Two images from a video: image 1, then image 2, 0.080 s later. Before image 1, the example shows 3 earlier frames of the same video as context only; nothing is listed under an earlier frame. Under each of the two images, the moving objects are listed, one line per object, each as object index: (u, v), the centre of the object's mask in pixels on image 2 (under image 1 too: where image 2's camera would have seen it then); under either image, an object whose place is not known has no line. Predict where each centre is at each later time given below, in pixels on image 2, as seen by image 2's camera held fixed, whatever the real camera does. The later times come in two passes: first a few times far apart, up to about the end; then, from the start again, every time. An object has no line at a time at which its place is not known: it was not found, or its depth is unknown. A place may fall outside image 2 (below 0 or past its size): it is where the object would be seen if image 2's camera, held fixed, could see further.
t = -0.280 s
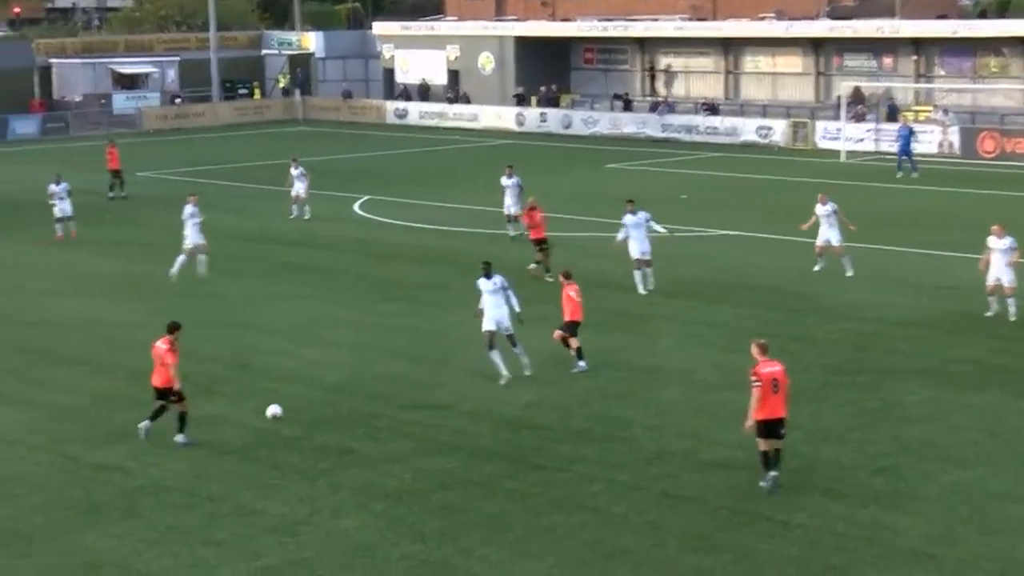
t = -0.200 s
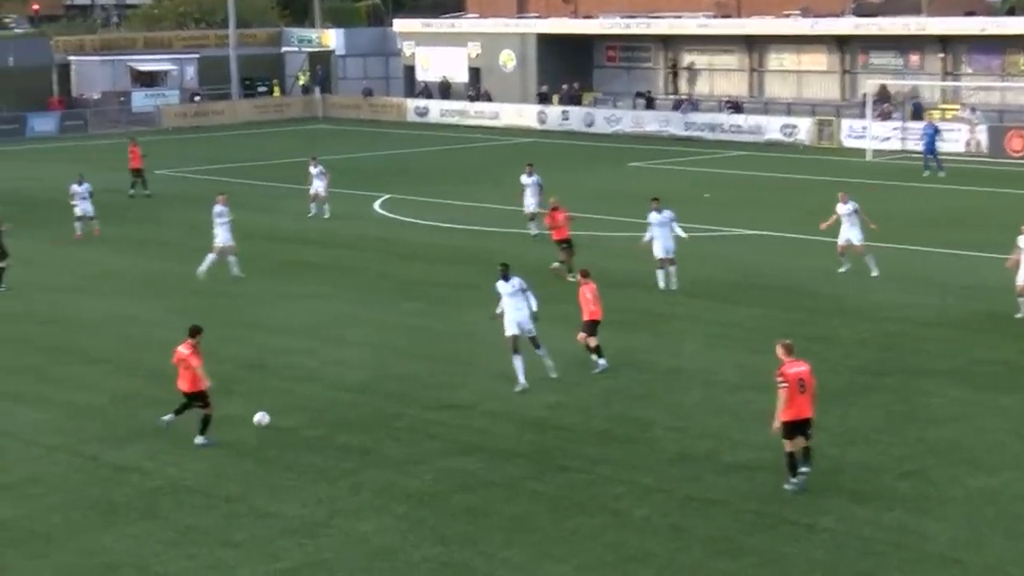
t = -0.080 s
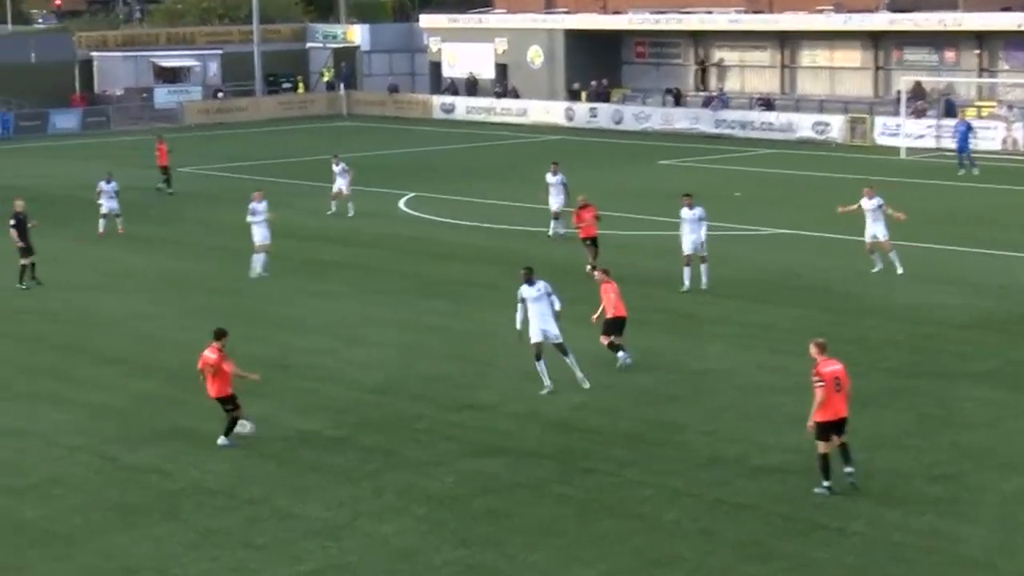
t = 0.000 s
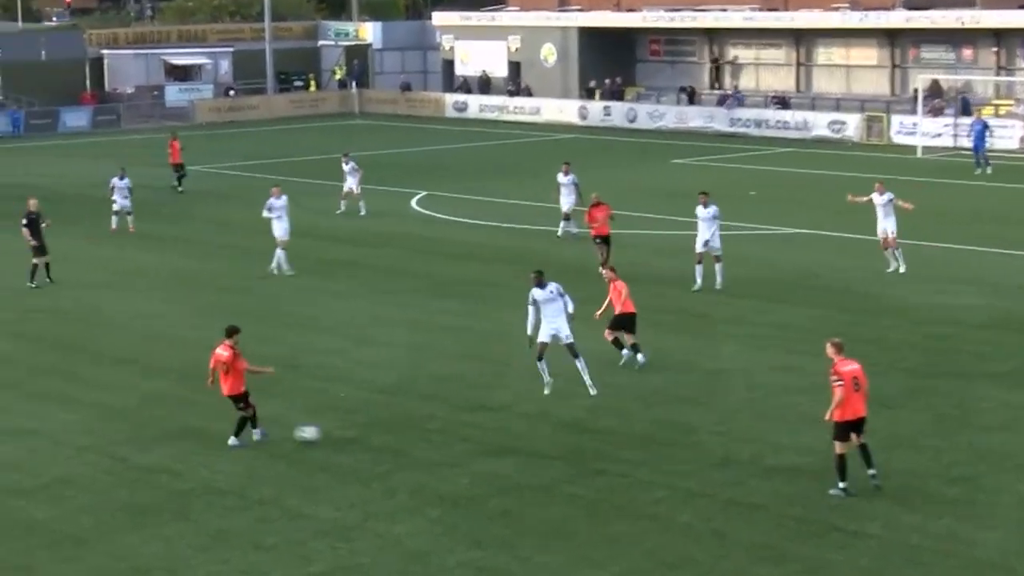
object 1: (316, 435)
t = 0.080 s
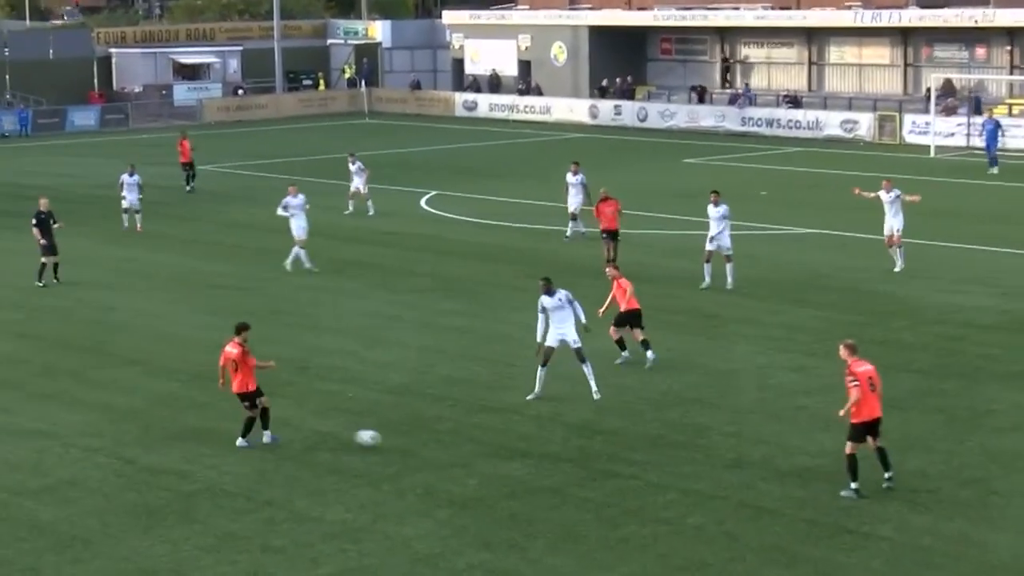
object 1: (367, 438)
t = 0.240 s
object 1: (465, 448)
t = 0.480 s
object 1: (593, 460)
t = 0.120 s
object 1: (393, 441)
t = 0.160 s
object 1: (417, 444)
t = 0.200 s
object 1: (441, 445)
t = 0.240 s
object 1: (465, 448)
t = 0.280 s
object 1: (488, 451)
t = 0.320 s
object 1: (510, 452)
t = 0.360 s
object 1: (531, 453)
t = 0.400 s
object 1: (552, 456)
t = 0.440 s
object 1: (574, 460)
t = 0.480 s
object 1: (593, 460)
